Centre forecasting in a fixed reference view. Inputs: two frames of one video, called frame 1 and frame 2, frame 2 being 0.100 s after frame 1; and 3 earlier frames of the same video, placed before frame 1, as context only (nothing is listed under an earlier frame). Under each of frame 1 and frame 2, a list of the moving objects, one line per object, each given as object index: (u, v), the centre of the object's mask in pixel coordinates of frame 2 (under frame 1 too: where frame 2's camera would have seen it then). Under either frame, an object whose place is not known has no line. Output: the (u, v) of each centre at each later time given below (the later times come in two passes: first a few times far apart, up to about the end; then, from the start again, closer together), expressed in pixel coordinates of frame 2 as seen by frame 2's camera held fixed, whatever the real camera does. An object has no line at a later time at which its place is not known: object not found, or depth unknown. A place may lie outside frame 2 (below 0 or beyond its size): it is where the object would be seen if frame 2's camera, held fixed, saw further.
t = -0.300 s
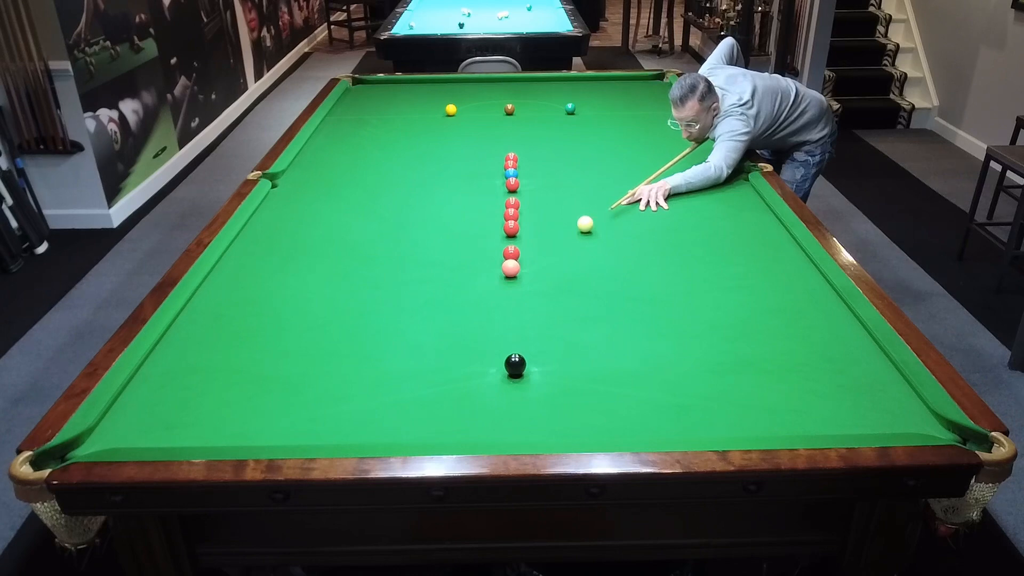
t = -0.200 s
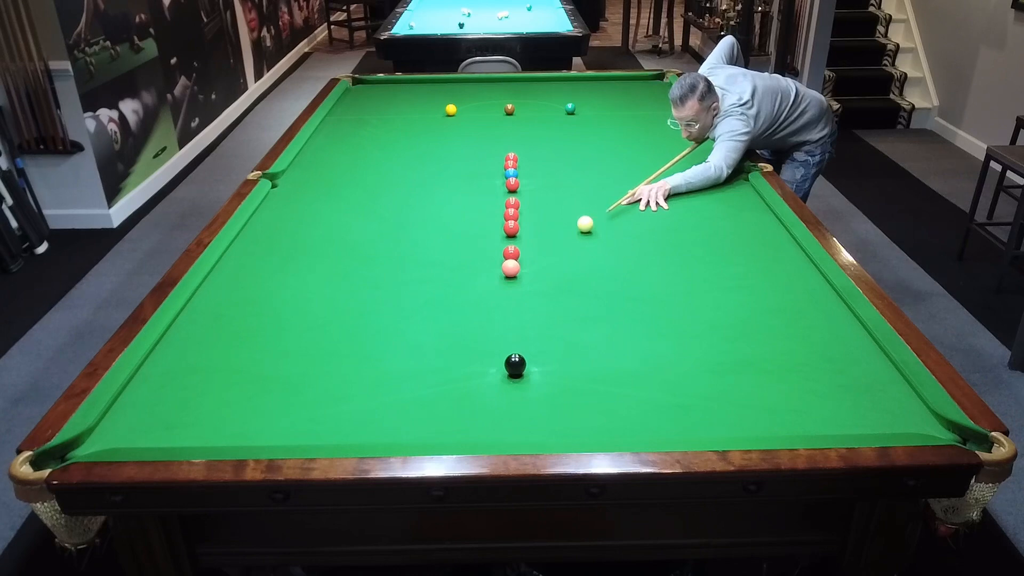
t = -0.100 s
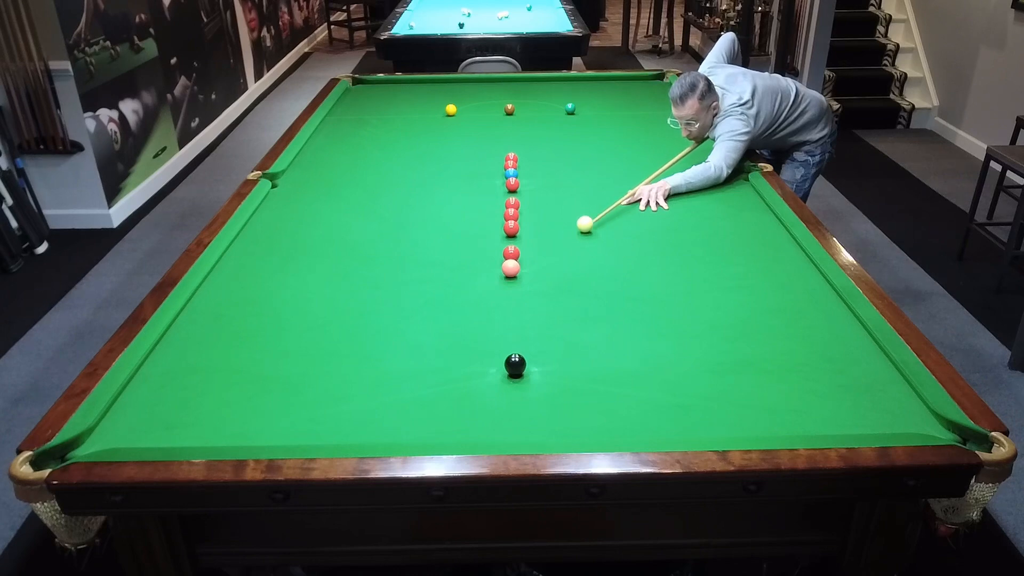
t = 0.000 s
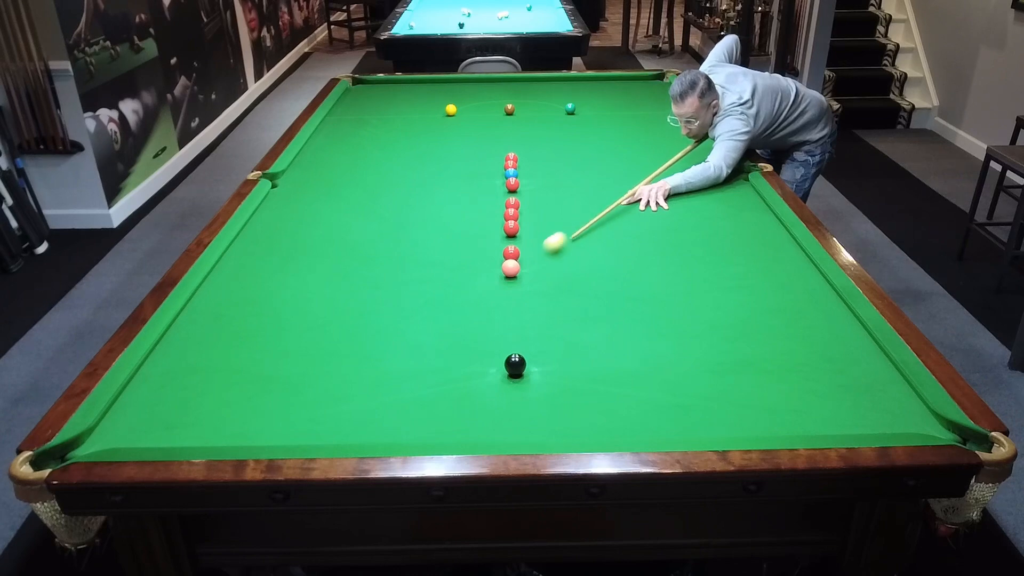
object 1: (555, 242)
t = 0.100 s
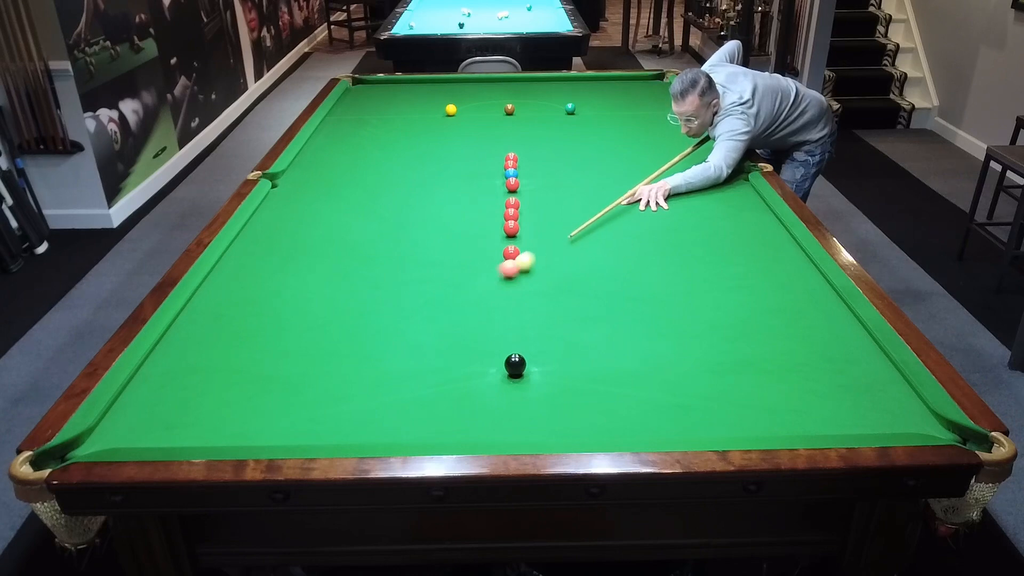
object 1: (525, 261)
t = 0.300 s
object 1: (533, 266)
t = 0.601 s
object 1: (547, 269)
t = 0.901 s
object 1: (559, 272)
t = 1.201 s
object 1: (568, 274)
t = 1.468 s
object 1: (574, 275)
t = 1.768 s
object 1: (578, 276)
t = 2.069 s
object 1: (579, 276)
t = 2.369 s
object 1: (579, 276)
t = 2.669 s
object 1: (579, 276)
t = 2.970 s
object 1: (579, 276)
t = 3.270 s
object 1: (579, 276)
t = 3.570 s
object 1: (579, 276)
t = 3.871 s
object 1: (579, 276)
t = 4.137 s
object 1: (579, 276)
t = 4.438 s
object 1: (579, 276)
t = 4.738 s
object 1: (579, 276)
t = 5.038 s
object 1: (579, 276)
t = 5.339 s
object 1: (579, 276)
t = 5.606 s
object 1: (579, 276)
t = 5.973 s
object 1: (579, 276)
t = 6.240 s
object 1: (579, 276)
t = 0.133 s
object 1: (524, 263)
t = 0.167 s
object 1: (526, 264)
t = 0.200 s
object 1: (528, 265)
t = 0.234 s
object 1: (530, 265)
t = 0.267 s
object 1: (531, 265)
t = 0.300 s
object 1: (533, 266)
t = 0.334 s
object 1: (535, 266)
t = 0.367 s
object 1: (537, 267)
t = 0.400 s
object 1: (538, 267)
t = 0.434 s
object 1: (540, 267)
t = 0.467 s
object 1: (541, 268)
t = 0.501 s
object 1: (543, 268)
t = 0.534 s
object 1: (544, 268)
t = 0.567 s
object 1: (546, 269)
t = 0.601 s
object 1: (547, 269)
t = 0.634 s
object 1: (548, 270)
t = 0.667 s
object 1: (550, 270)
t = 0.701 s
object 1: (551, 270)
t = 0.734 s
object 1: (553, 271)
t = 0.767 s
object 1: (554, 271)
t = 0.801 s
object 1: (555, 271)
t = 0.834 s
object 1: (557, 271)
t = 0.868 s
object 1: (558, 272)
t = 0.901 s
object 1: (559, 272)
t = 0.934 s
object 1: (560, 272)
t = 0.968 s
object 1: (562, 272)
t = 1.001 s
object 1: (563, 273)
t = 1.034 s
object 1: (564, 273)
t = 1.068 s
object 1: (565, 273)
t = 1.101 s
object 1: (566, 273)
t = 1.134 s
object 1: (567, 274)
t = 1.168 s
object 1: (568, 274)
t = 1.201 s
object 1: (568, 274)
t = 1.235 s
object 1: (569, 274)
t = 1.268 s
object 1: (570, 274)
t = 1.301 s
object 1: (571, 274)
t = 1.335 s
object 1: (572, 275)
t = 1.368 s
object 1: (572, 275)
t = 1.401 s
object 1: (573, 275)
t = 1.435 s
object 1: (574, 275)
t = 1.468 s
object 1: (574, 275)
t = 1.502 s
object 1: (575, 275)
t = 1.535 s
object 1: (575, 275)
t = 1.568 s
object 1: (576, 276)
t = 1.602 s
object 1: (576, 276)
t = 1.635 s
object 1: (577, 276)
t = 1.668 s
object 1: (577, 276)
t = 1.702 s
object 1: (577, 276)
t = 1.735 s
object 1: (578, 276)
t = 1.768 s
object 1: (578, 276)
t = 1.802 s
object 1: (578, 276)
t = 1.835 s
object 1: (578, 276)
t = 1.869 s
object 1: (579, 276)
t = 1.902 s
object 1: (579, 276)
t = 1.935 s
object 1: (579, 276)
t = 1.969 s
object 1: (579, 276)
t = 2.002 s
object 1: (579, 276)
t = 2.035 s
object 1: (579, 276)
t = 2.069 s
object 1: (579, 276)
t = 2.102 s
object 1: (579, 276)
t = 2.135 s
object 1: (579, 276)
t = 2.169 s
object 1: (579, 276)
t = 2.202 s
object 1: (579, 276)
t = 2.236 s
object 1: (579, 276)
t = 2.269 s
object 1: (579, 276)
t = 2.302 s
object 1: (579, 276)
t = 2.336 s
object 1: (579, 276)
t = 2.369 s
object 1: (579, 276)
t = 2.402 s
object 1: (579, 276)
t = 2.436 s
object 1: (579, 276)
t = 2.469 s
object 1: (579, 276)
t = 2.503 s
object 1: (579, 276)
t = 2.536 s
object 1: (579, 276)
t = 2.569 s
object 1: (579, 276)
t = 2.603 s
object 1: (579, 276)
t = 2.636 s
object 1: (579, 276)
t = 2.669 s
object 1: (579, 276)
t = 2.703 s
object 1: (579, 276)
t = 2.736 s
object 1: (579, 276)
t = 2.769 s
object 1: (579, 276)
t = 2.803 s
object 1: (579, 276)
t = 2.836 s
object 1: (579, 276)
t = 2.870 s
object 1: (579, 276)
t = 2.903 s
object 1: (579, 276)
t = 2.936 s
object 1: (579, 276)
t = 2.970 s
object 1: (579, 276)
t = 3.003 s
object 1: (579, 276)
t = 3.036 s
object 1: (579, 276)
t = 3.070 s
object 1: (579, 276)
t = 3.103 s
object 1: (579, 276)
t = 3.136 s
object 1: (579, 276)
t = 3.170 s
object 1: (579, 276)
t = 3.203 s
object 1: (579, 276)
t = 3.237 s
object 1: (579, 276)
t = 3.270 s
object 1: (579, 276)
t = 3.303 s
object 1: (579, 276)
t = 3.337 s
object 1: (579, 276)
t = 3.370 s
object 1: (579, 276)
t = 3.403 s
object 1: (579, 276)
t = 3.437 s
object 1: (579, 276)
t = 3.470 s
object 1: (579, 276)
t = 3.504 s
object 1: (579, 276)
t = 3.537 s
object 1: (579, 276)
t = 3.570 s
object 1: (579, 276)
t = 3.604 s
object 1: (579, 276)
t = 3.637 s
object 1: (579, 276)
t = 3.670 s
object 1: (579, 276)
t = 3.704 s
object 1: (579, 276)
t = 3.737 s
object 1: (579, 276)
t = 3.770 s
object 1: (579, 276)
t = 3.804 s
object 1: (579, 276)
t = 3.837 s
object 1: (579, 276)
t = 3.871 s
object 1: (579, 276)
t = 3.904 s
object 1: (579, 276)
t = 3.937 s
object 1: (579, 276)
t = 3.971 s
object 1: (579, 276)
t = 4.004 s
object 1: (579, 276)
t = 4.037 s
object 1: (579, 276)
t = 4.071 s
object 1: (579, 276)
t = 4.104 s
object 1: (579, 276)
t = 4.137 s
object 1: (579, 276)
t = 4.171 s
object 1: (579, 276)
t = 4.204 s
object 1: (579, 276)
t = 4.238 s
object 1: (579, 276)
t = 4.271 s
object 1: (579, 276)
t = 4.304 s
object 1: (579, 276)
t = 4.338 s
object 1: (579, 276)
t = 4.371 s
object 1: (579, 276)
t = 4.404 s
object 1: (579, 276)
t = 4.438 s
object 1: (579, 276)
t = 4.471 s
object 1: (579, 276)
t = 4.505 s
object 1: (579, 276)
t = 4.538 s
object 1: (579, 276)
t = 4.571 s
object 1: (579, 276)
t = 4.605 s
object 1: (579, 276)
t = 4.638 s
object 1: (579, 276)
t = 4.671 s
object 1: (579, 276)
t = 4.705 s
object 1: (579, 276)
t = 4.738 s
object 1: (579, 276)
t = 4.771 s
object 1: (579, 276)
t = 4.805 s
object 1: (579, 276)
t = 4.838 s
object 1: (579, 276)
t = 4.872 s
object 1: (579, 276)
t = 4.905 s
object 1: (579, 276)
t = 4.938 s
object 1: (579, 276)
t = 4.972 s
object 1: (579, 276)
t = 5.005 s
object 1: (579, 276)
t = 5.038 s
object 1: (579, 276)
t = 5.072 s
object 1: (579, 276)
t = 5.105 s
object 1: (579, 276)
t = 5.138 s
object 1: (579, 276)
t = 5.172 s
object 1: (579, 276)
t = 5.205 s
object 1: (579, 276)
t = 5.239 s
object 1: (579, 276)
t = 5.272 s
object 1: (579, 276)
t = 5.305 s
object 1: (579, 276)
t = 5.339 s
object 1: (579, 276)
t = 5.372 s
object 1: (578, 276)
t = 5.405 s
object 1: (579, 276)
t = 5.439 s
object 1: (578, 276)
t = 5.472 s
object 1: (578, 276)
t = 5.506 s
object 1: (578, 276)
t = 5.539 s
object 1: (578, 276)
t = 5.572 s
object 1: (579, 276)
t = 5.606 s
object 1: (579, 276)
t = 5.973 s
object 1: (579, 276)
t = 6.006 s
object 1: (579, 276)
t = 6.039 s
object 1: (579, 276)
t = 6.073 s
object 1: (579, 276)
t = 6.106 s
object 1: (579, 276)
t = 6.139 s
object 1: (579, 276)
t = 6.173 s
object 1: (579, 276)
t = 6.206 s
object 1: (579, 276)
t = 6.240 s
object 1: (579, 276)
